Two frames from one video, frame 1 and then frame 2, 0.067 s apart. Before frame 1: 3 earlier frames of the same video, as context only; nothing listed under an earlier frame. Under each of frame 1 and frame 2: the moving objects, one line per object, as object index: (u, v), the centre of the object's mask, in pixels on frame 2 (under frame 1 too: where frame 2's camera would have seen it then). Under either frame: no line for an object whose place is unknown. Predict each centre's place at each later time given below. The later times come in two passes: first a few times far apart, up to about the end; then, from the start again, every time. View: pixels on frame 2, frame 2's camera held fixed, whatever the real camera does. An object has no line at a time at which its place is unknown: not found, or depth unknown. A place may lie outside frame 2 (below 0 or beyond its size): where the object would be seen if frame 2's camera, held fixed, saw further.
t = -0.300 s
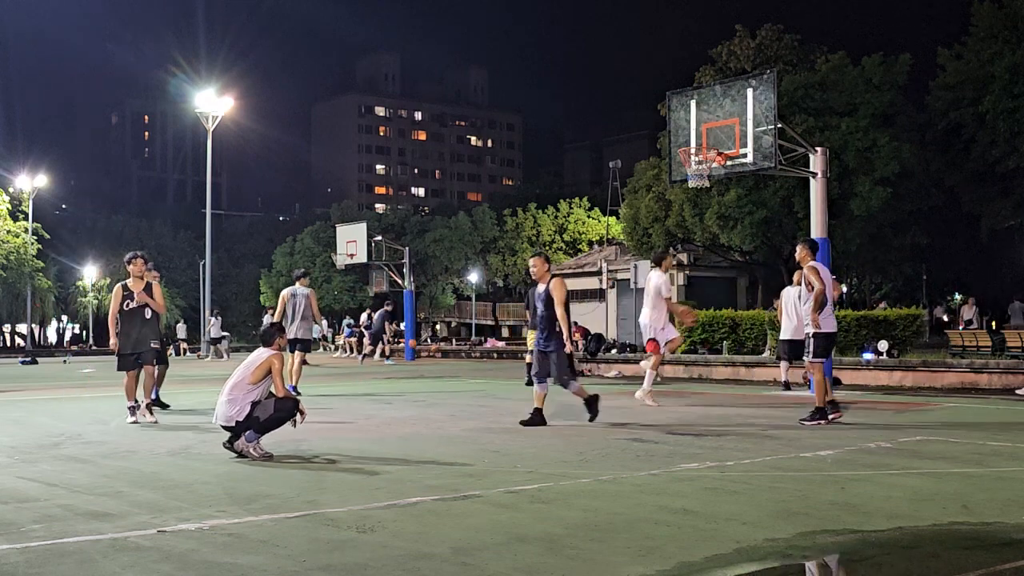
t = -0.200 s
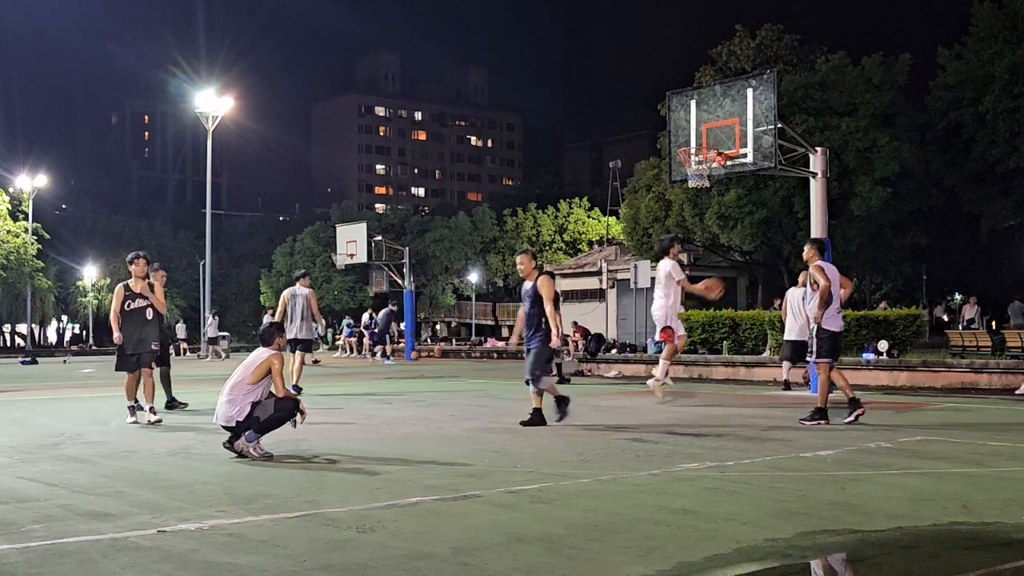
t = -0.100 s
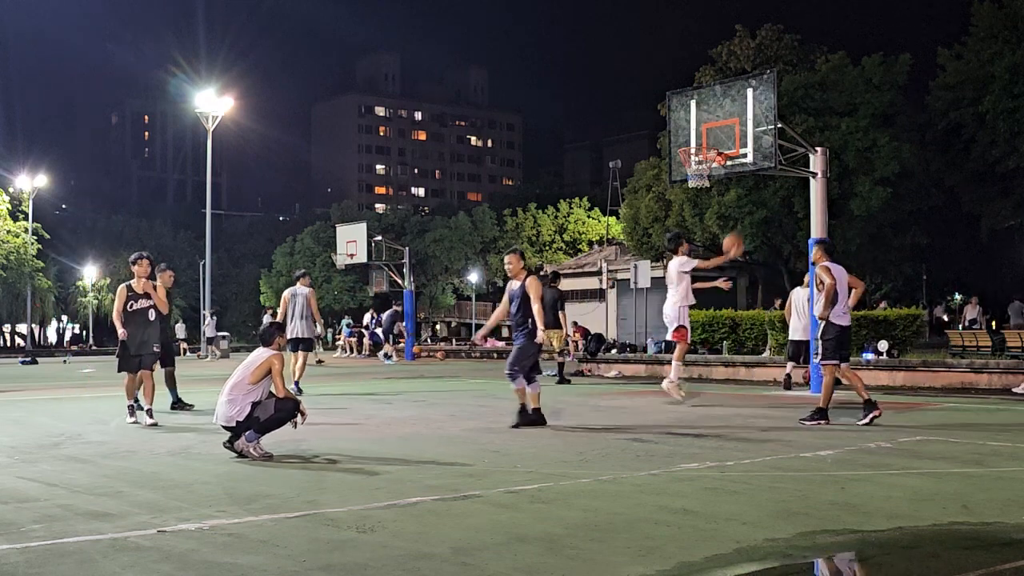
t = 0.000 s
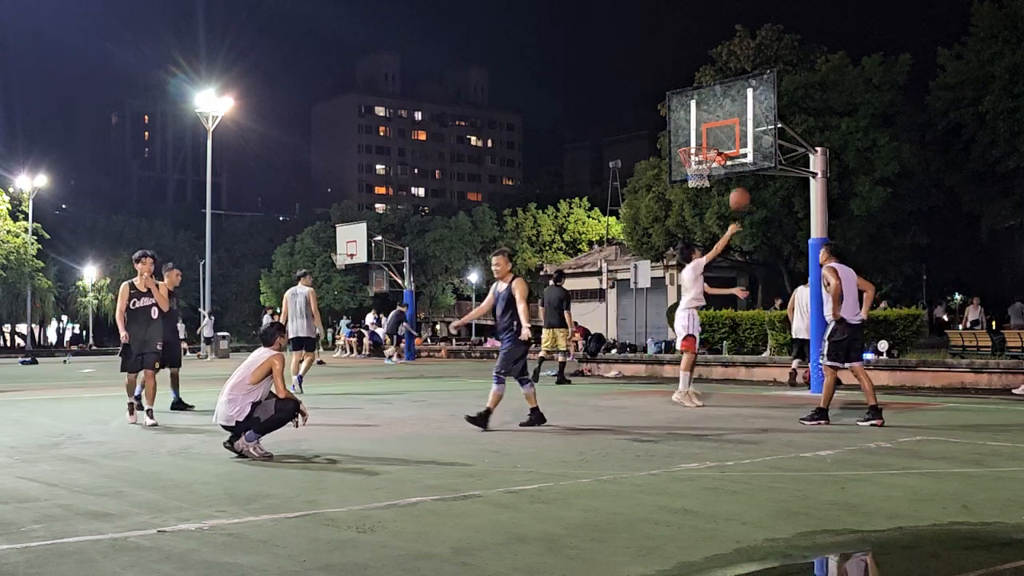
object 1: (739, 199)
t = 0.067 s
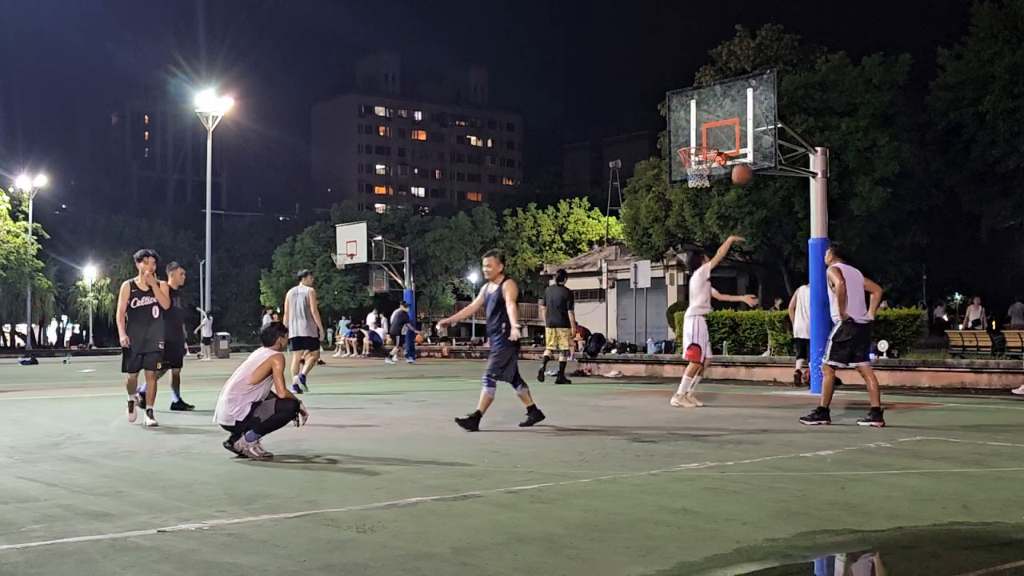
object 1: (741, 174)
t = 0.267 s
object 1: (749, 123)
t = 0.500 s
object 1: (720, 126)
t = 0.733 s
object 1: (712, 138)
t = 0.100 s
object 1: (742, 163)
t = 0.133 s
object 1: (747, 153)
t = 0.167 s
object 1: (747, 145)
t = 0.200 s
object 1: (747, 137)
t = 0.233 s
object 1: (748, 130)
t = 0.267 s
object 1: (749, 123)
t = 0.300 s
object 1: (746, 120)
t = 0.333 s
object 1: (741, 119)
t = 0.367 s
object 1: (737, 119)
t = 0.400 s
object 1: (734, 120)
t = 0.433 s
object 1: (729, 121)
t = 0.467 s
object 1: (725, 124)
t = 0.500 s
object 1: (720, 126)
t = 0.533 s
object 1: (716, 131)
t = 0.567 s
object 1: (711, 136)
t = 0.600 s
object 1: (710, 138)
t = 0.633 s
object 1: (710, 137)
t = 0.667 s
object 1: (711, 137)
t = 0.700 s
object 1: (711, 137)
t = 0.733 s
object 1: (712, 138)
